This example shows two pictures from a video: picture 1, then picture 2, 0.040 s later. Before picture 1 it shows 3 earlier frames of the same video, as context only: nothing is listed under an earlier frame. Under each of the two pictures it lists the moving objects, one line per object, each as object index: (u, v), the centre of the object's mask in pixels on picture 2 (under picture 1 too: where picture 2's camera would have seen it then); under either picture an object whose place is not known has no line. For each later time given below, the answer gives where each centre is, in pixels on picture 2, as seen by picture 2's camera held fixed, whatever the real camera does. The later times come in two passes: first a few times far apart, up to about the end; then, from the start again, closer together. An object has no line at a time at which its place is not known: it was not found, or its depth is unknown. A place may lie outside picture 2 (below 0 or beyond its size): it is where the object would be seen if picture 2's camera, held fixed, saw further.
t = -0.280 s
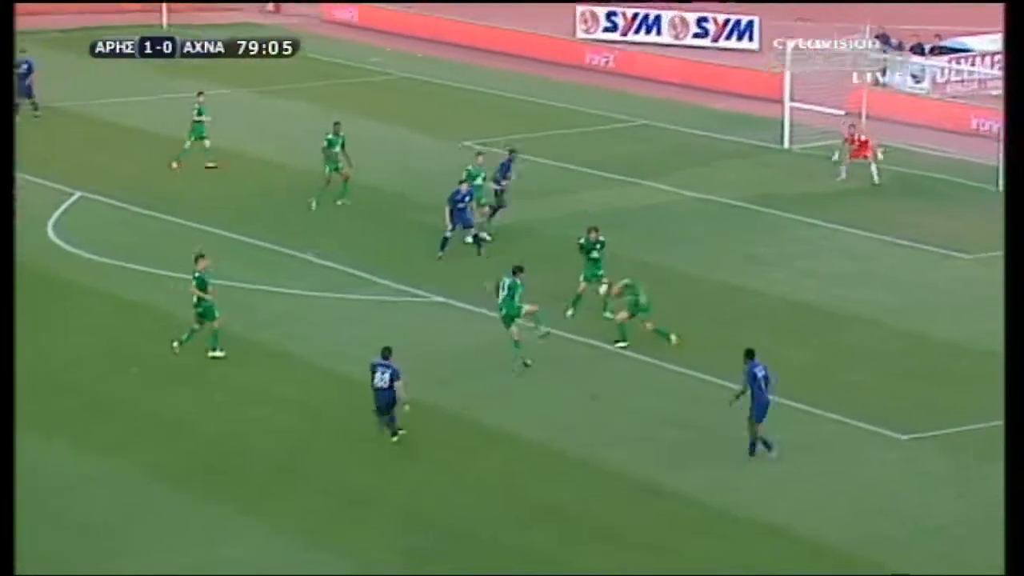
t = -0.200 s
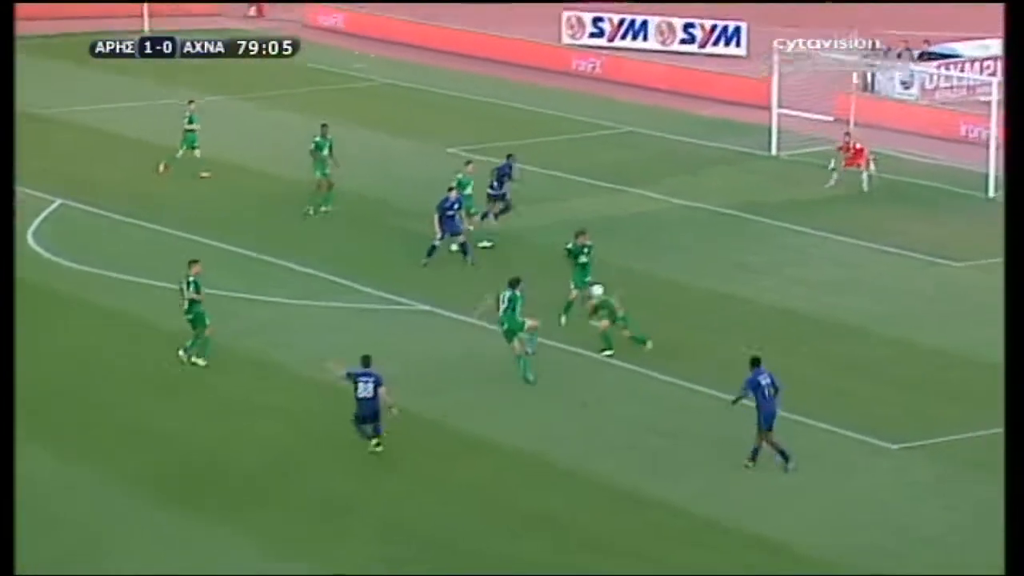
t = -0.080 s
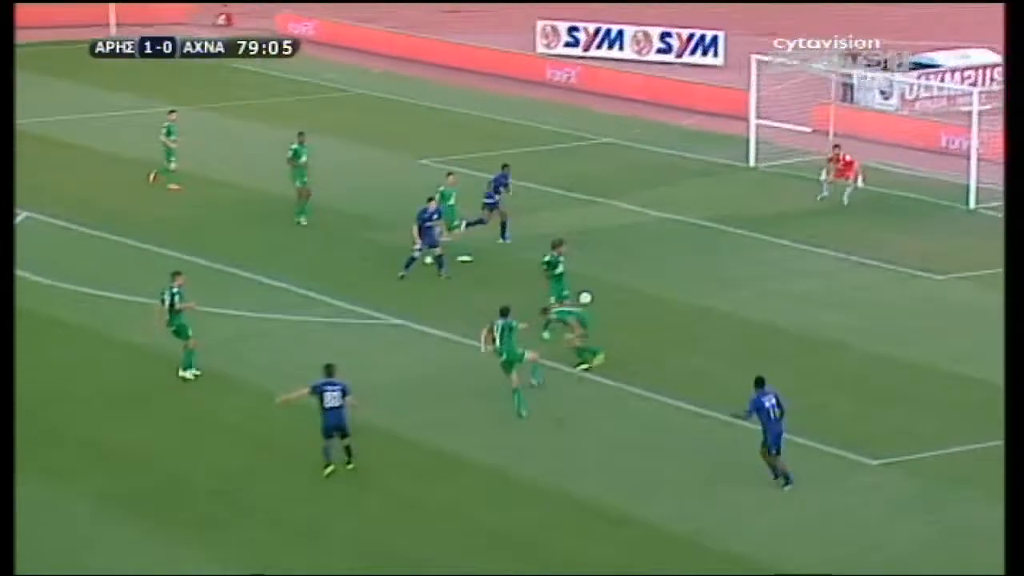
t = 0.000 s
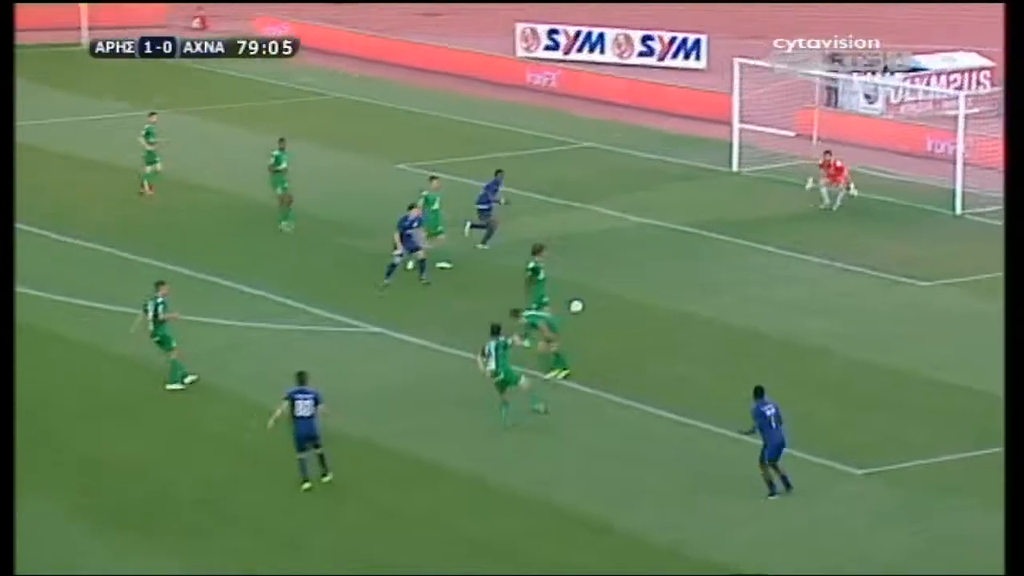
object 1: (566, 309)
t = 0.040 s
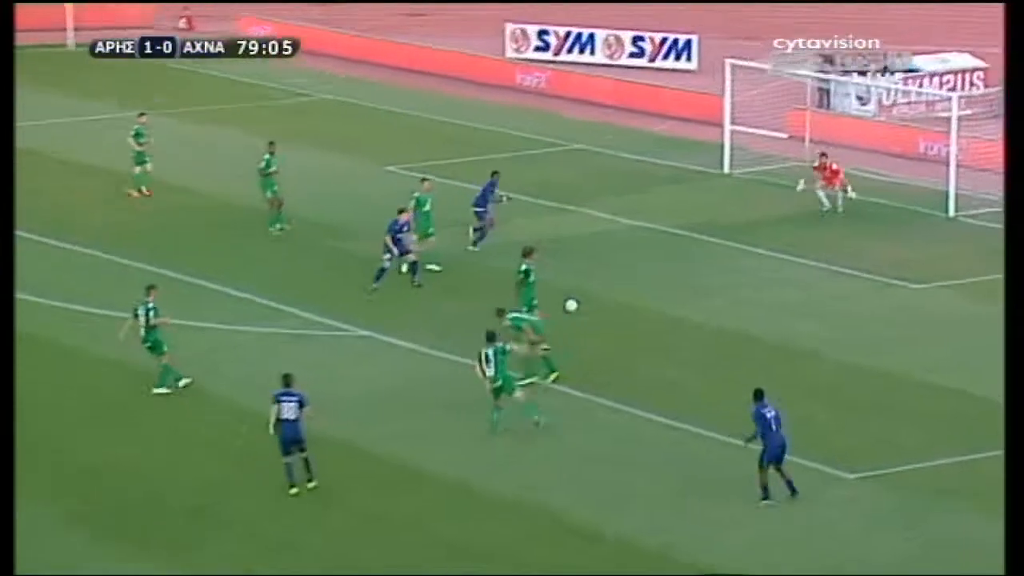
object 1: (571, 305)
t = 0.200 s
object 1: (591, 274)
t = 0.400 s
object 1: (618, 258)
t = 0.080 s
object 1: (577, 296)
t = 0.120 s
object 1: (582, 288)
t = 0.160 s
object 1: (586, 281)
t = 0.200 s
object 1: (591, 274)
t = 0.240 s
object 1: (596, 269)
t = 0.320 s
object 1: (605, 261)
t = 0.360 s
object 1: (612, 259)
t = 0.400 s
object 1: (618, 258)
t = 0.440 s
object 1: (625, 258)
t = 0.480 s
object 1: (631, 258)
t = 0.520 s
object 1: (637, 259)
